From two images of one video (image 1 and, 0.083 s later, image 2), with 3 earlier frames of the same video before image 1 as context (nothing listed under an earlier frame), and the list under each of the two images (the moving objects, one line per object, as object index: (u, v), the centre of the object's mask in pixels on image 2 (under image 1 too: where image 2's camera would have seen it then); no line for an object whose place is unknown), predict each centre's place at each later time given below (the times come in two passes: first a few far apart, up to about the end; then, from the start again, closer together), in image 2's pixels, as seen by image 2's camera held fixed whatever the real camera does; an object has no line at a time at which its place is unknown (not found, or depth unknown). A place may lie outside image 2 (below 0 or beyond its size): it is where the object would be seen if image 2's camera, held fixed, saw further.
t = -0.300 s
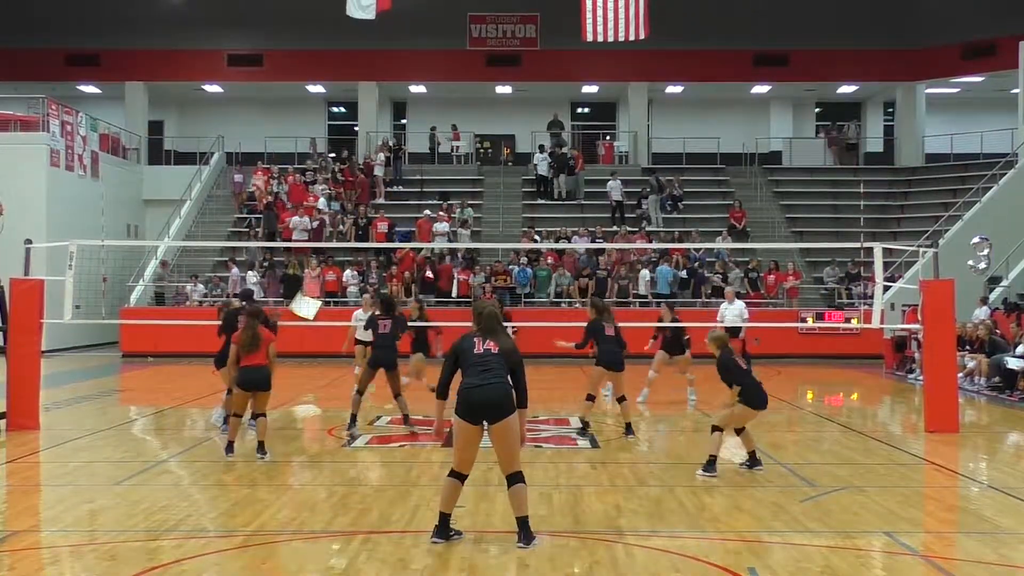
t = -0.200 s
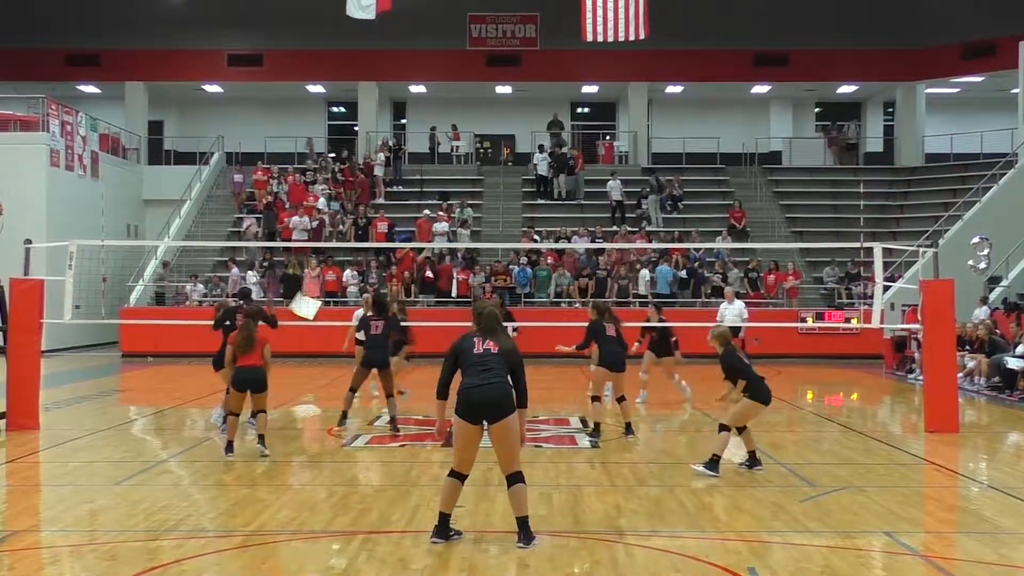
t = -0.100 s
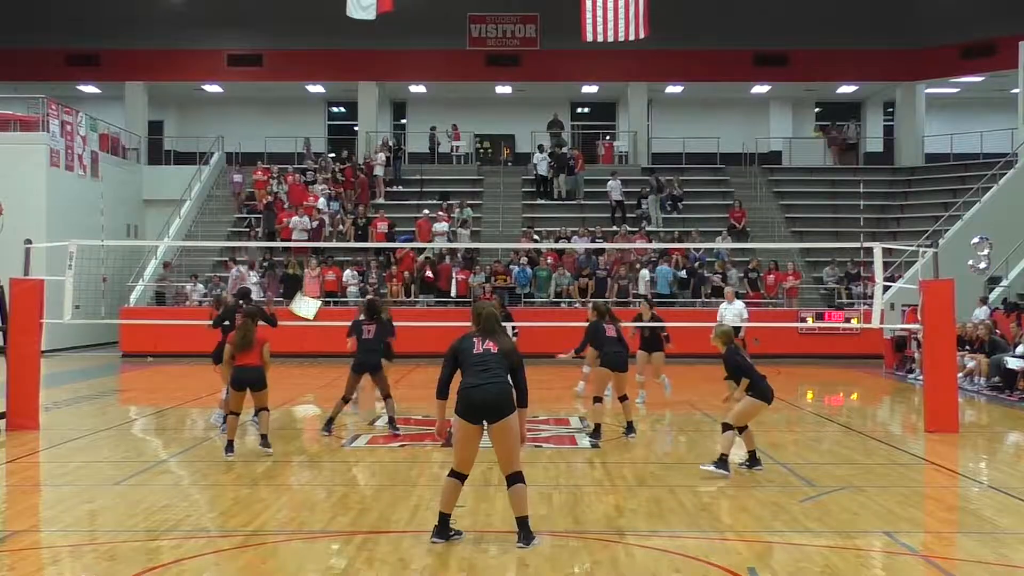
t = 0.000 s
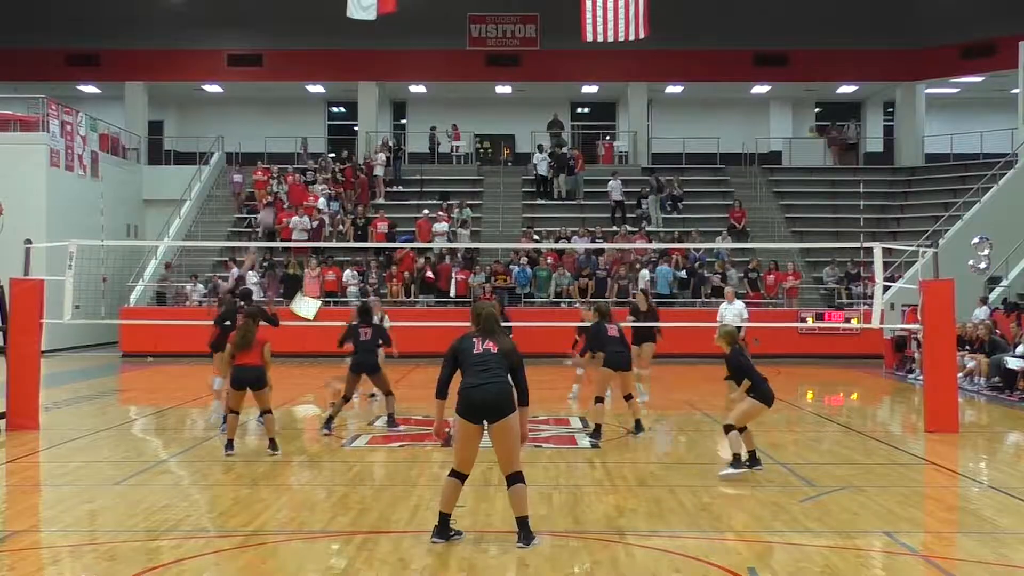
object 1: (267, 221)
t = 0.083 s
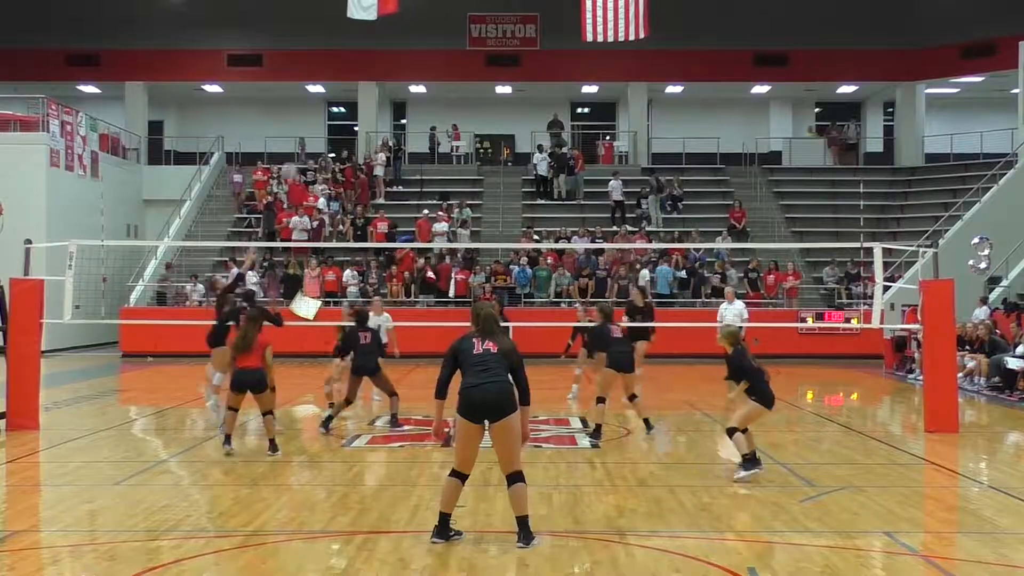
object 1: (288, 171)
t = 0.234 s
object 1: (329, 103)
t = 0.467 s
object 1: (392, 39)
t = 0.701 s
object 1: (451, 15)
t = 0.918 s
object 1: (502, 31)
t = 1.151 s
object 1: (556, 83)
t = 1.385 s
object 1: (608, 174)
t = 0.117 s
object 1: (298, 156)
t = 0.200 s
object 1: (319, 116)
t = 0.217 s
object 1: (324, 110)
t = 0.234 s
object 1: (329, 103)
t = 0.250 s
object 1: (333, 97)
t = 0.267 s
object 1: (335, 92)
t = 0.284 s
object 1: (342, 85)
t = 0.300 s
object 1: (348, 78)
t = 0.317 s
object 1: (352, 75)
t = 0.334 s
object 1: (356, 71)
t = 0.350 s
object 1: (360, 66)
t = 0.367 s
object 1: (365, 61)
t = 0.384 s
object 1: (369, 57)
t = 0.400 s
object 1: (374, 53)
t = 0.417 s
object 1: (378, 49)
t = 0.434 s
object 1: (383, 45)
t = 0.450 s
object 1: (387, 42)
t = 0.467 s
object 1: (392, 39)
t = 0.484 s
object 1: (396, 36)
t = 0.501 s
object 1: (400, 33)
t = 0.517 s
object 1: (404, 30)
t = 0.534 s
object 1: (408, 29)
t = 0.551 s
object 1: (413, 26)
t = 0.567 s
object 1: (418, 24)
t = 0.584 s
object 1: (422, 22)
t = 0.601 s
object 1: (426, 20)
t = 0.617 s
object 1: (430, 19)
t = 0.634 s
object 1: (434, 18)
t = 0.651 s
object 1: (439, 17)
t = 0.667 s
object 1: (442, 16)
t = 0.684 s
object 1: (446, 16)
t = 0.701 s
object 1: (451, 15)
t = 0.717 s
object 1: (455, 15)
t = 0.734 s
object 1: (459, 16)
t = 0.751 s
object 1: (463, 16)
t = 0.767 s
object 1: (467, 16)
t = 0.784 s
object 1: (471, 17)
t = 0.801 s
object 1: (475, 17)
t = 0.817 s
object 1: (479, 19)
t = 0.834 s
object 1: (484, 21)
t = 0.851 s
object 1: (487, 22)
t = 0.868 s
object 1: (491, 23)
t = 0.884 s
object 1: (495, 26)
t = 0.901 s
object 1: (498, 28)
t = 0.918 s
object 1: (502, 31)
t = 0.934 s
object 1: (507, 33)
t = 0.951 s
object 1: (512, 36)
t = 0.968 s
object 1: (514, 39)
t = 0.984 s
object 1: (520, 42)
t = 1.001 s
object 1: (523, 45)
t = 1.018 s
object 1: (528, 49)
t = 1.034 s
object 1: (531, 52)
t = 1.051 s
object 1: (535, 57)
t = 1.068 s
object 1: (538, 60)
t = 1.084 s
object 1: (542, 65)
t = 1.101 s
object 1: (546, 70)
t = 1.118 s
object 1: (550, 74)
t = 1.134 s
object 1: (553, 78)
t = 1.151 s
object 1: (556, 83)
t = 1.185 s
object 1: (565, 94)
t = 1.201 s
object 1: (569, 100)
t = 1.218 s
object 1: (572, 106)
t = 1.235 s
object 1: (574, 111)
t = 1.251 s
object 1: (579, 118)
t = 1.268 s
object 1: (583, 124)
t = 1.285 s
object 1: (587, 131)
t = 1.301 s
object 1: (590, 137)
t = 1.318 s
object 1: (593, 144)
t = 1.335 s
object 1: (597, 151)
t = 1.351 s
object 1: (601, 158)
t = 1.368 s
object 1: (605, 164)
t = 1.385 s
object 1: (608, 174)
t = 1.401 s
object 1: (611, 180)
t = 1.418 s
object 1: (615, 189)
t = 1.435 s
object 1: (619, 198)
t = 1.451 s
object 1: (621, 206)
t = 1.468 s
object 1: (625, 214)
